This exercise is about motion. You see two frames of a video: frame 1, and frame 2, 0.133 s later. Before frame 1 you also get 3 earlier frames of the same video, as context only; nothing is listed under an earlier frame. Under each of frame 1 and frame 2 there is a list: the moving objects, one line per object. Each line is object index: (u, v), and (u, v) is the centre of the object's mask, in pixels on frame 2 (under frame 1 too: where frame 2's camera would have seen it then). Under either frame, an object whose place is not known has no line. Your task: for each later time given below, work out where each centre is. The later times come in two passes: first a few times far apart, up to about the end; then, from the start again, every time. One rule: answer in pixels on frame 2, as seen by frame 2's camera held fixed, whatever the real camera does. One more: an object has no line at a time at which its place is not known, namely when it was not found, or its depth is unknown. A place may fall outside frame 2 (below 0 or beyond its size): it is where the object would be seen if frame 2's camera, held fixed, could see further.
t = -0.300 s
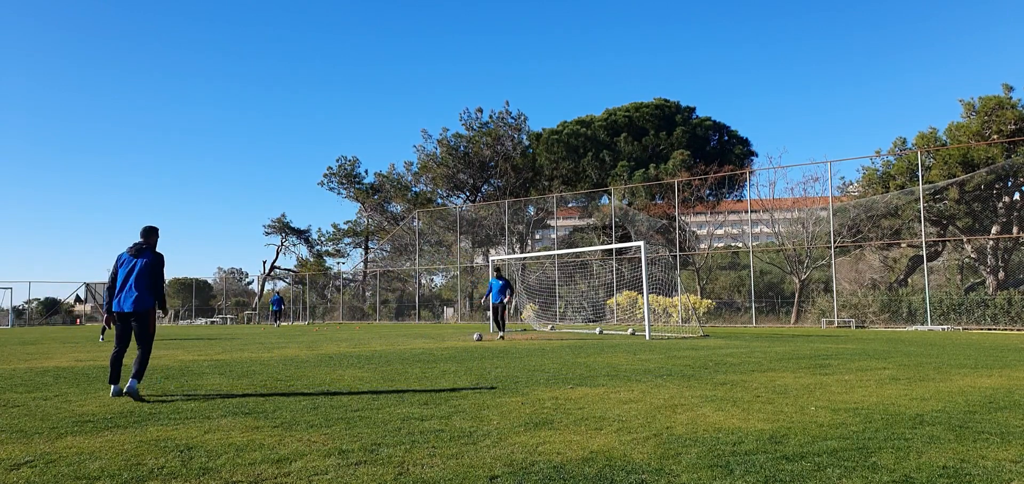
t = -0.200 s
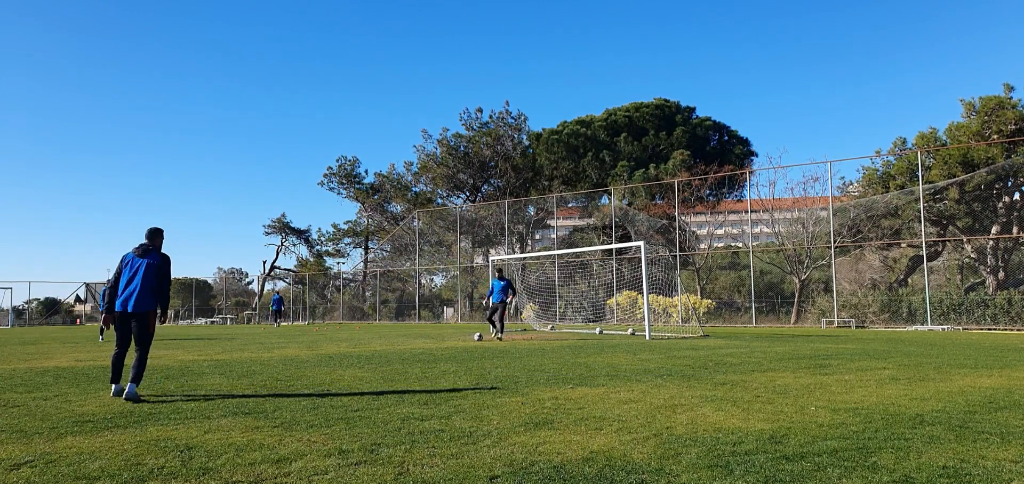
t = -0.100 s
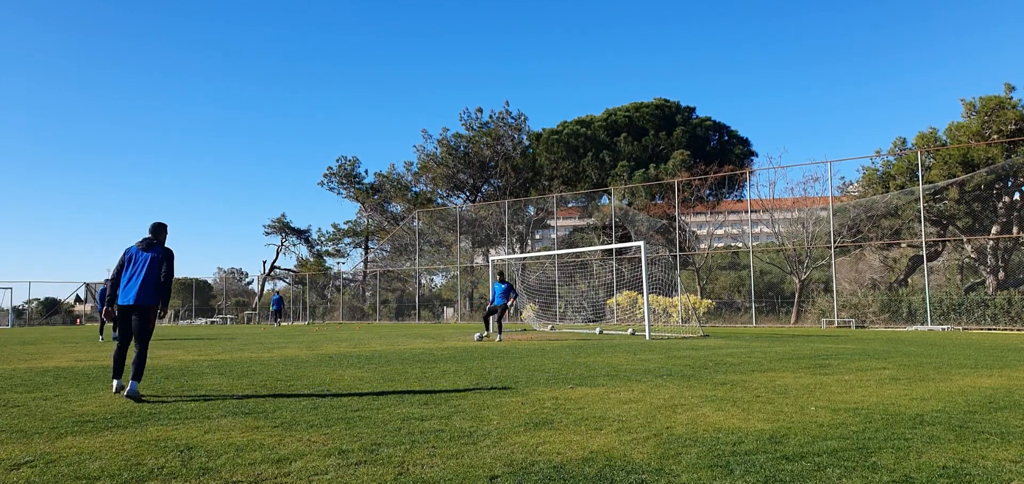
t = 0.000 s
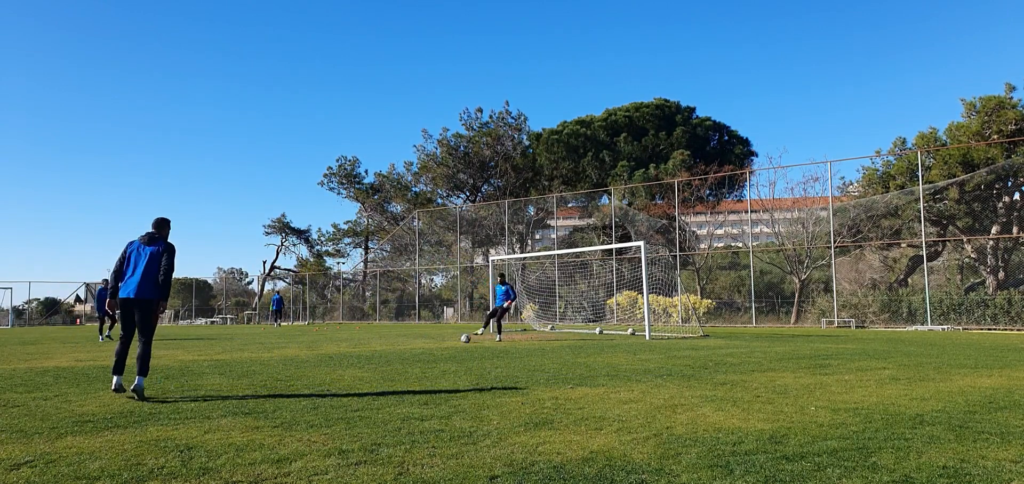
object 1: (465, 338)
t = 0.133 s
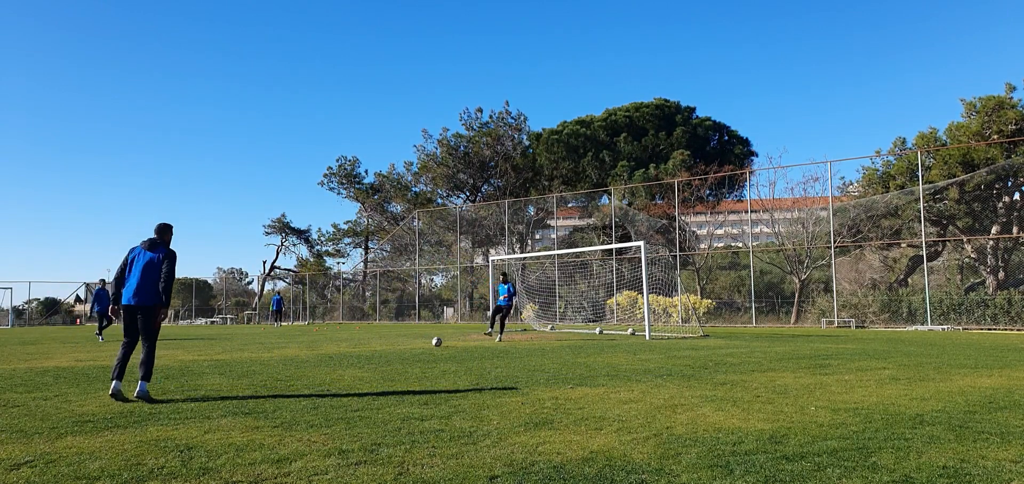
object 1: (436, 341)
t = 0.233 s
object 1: (413, 344)
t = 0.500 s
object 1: (350, 351)
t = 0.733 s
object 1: (292, 357)
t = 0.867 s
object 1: (254, 361)
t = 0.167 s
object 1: (429, 342)
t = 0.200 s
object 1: (421, 343)
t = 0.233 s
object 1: (413, 344)
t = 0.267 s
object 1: (406, 345)
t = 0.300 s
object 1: (397, 345)
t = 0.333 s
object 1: (390, 346)
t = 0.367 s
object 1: (382, 347)
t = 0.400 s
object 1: (374, 348)
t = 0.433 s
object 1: (366, 349)
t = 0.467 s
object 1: (358, 350)
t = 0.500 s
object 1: (350, 351)
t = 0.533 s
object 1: (342, 352)
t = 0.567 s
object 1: (334, 353)
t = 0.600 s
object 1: (326, 354)
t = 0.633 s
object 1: (318, 355)
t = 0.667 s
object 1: (309, 356)
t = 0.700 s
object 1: (300, 357)
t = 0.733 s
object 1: (292, 357)
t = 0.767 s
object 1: (283, 359)
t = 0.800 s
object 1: (273, 359)
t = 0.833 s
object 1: (264, 360)
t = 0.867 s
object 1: (254, 361)
